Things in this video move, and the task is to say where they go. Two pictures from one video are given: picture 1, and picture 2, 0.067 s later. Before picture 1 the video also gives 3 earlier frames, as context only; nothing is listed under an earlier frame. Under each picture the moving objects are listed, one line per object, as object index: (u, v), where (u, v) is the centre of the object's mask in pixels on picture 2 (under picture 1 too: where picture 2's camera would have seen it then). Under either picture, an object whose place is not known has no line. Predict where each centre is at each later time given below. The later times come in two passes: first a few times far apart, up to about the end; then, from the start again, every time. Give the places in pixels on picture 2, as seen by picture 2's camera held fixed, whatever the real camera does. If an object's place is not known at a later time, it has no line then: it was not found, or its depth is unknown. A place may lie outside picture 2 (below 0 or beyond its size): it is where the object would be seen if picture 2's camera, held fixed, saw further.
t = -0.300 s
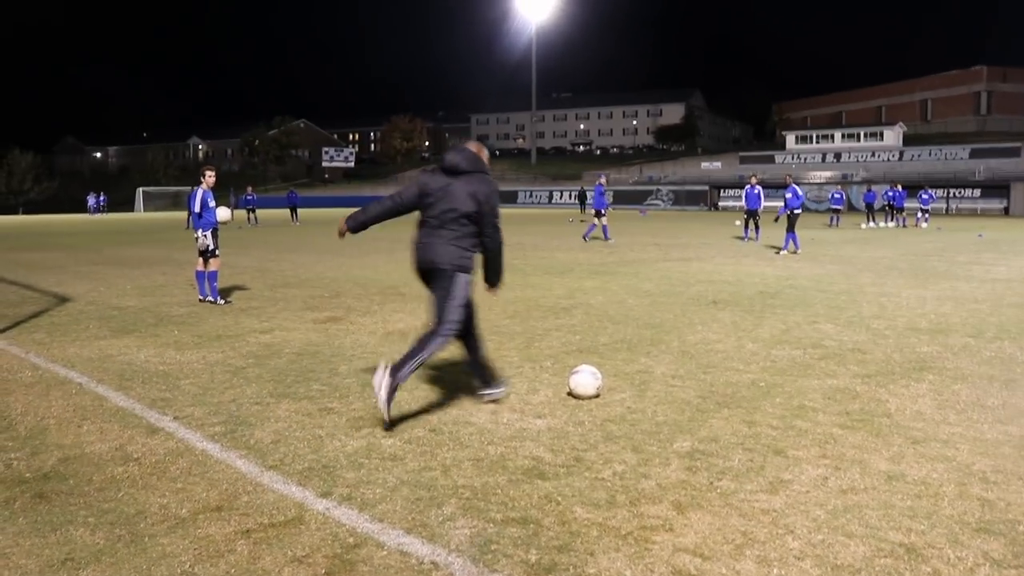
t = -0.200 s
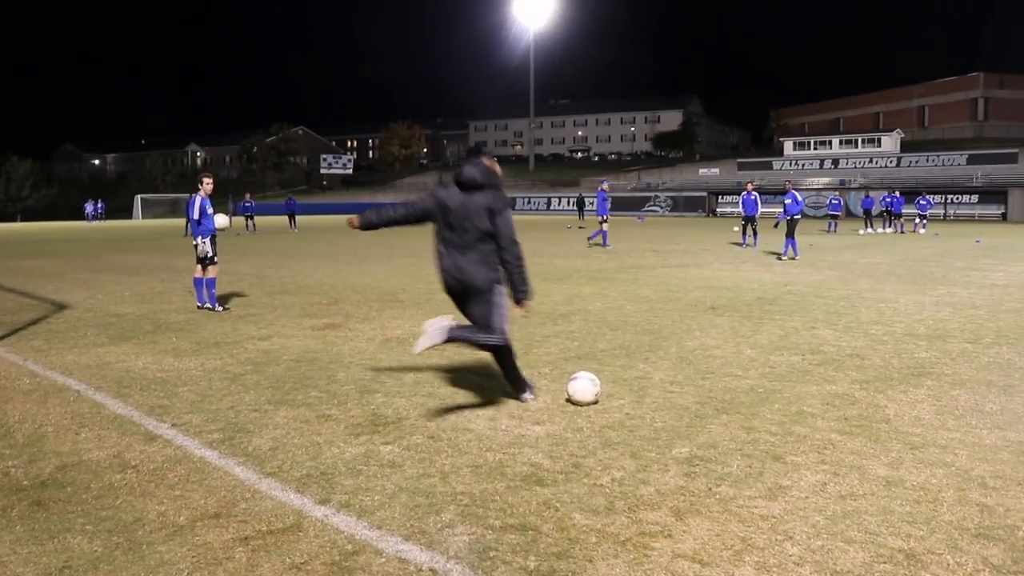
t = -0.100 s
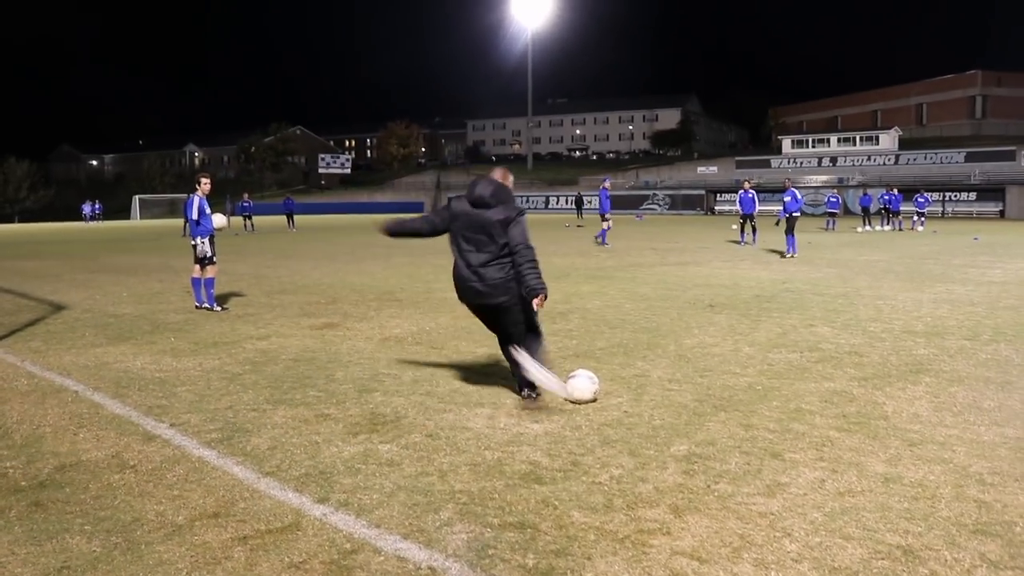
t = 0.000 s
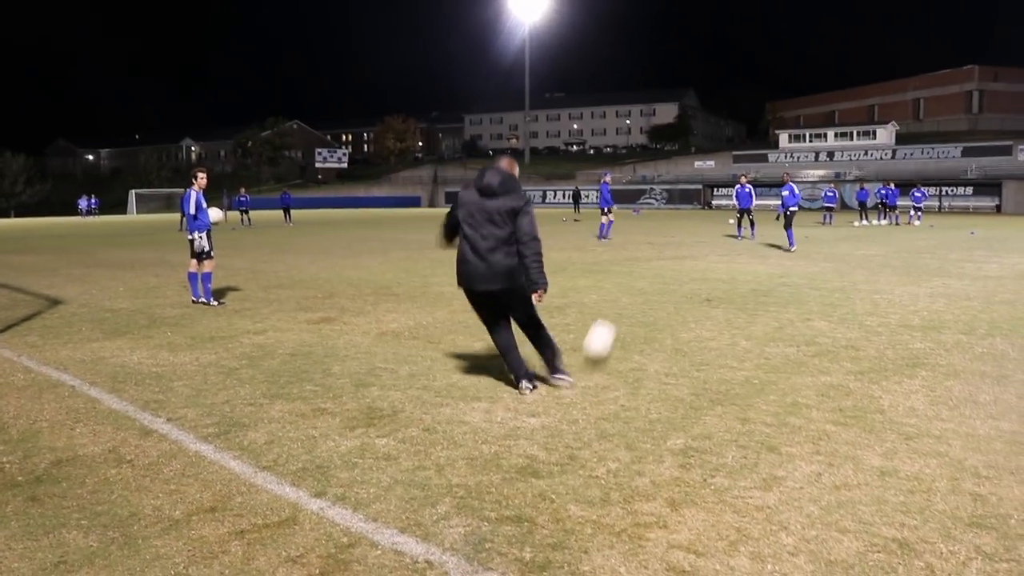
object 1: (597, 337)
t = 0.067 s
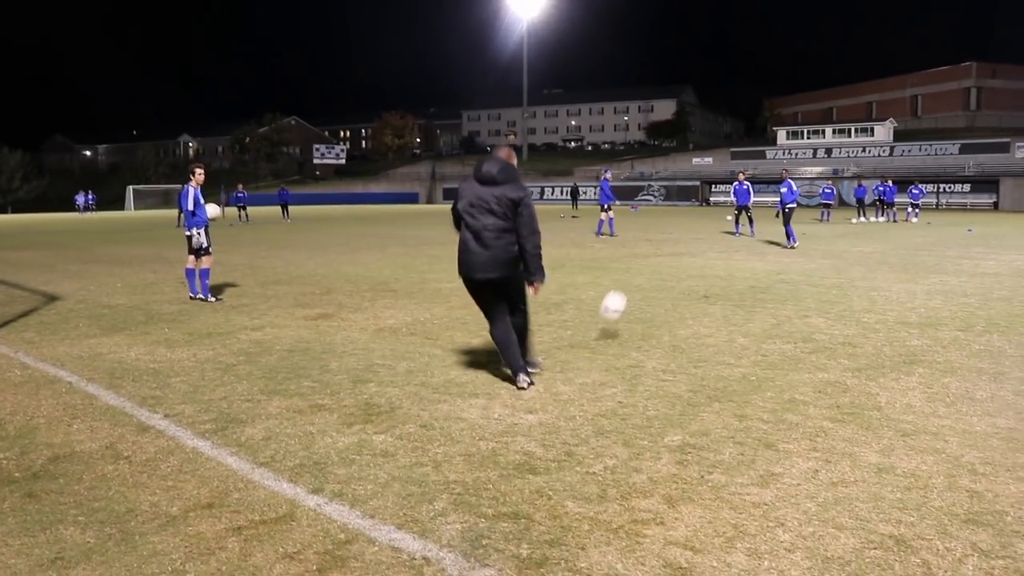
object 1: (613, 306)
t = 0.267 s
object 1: (643, 265)
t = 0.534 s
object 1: (665, 261)
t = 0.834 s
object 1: (682, 246)
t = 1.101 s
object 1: (694, 235)
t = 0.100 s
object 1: (620, 295)
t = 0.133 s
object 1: (625, 286)
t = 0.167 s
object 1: (630, 279)
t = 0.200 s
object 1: (634, 274)
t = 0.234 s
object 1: (639, 269)
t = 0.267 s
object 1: (643, 265)
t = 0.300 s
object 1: (646, 263)
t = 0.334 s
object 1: (649, 261)
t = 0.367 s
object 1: (652, 260)
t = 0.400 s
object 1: (655, 259)
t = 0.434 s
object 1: (658, 259)
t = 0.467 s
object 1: (660, 259)
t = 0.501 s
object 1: (663, 261)
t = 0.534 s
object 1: (665, 261)
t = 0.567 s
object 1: (667, 258)
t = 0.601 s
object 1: (669, 255)
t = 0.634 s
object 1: (672, 251)
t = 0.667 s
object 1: (673, 249)
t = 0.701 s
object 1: (675, 248)
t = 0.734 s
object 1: (677, 247)
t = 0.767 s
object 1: (679, 246)
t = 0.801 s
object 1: (681, 246)
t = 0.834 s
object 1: (682, 246)
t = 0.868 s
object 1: (684, 244)
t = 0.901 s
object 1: (686, 241)
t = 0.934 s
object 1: (687, 239)
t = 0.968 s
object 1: (689, 237)
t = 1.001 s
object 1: (690, 236)
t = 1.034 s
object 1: (691, 235)
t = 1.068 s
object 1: (692, 235)
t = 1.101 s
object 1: (694, 235)
